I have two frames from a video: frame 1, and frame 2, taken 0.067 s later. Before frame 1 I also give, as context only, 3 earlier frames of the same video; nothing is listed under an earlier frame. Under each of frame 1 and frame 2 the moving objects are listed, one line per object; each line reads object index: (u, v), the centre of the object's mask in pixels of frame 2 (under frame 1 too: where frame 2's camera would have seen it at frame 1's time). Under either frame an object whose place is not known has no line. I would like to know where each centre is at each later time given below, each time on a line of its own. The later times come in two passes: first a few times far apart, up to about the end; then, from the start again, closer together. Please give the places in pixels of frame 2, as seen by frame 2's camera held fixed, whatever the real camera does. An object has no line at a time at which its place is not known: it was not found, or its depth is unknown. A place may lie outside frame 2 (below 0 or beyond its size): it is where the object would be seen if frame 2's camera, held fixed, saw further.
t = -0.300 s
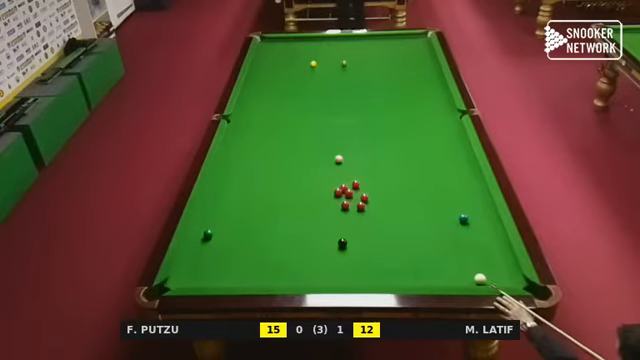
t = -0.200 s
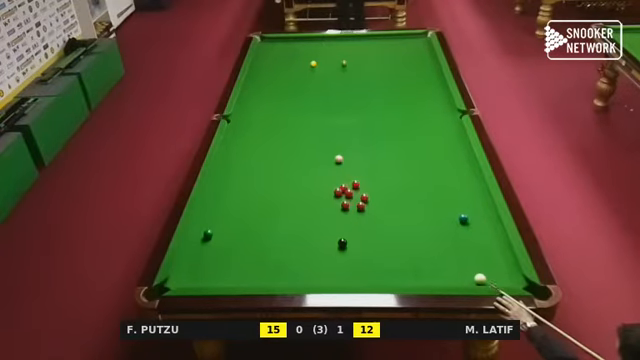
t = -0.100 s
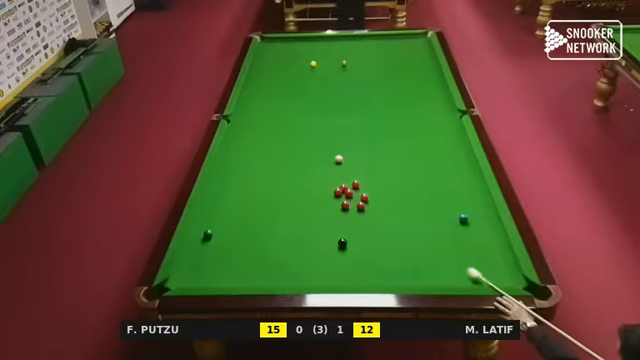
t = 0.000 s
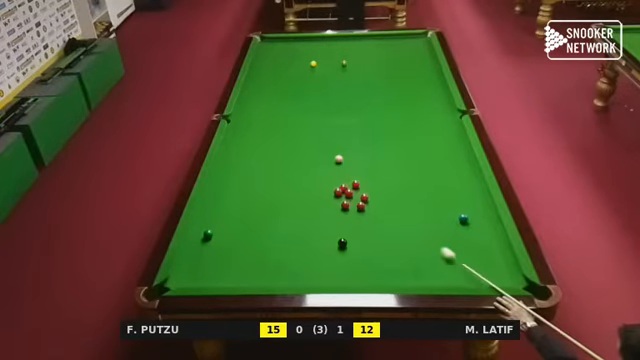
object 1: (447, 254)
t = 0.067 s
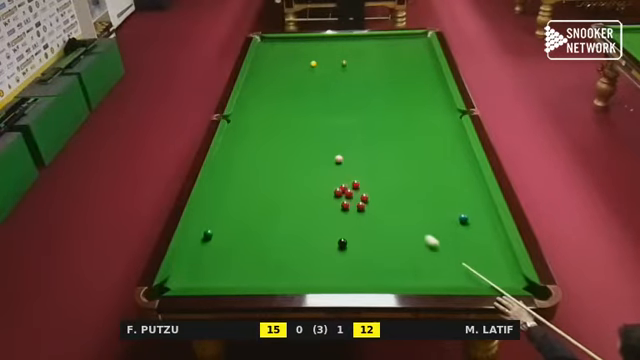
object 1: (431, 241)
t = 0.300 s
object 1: (382, 204)
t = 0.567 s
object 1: (354, 167)
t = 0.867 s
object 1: (333, 134)
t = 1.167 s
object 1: (315, 108)
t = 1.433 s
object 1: (302, 88)
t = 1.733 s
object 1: (290, 69)
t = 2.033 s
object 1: (279, 53)
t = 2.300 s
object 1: (271, 40)
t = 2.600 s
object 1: (260, 45)
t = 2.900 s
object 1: (260, 54)
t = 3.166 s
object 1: (262, 62)
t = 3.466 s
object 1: (264, 70)
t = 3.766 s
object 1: (267, 80)
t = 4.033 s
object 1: (269, 88)
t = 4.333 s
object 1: (272, 97)
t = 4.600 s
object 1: (275, 105)
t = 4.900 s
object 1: (279, 115)
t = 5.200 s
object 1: (282, 124)
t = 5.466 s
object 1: (285, 133)
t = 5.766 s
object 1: (289, 142)
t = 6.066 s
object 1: (292, 151)
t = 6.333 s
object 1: (295, 159)
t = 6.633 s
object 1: (298, 168)
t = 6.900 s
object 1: (301, 175)
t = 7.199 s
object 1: (304, 183)
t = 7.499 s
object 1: (307, 190)
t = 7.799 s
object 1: (310, 197)
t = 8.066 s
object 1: (312, 202)
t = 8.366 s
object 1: (314, 207)
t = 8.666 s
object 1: (315, 211)
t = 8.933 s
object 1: (317, 214)
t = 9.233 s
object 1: (318, 217)
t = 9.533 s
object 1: (319, 218)
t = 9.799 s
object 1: (319, 219)
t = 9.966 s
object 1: (319, 219)
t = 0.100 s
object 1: (423, 235)
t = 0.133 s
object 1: (415, 229)
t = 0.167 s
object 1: (409, 224)
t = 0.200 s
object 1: (402, 219)
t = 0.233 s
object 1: (395, 213)
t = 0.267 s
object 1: (389, 209)
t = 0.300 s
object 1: (382, 204)
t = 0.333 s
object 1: (377, 199)
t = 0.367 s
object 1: (371, 194)
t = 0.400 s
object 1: (369, 189)
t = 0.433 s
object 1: (366, 185)
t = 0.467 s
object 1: (363, 180)
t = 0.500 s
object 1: (360, 176)
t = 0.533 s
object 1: (357, 172)
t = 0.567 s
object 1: (354, 167)
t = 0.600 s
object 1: (352, 164)
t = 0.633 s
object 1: (350, 160)
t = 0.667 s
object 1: (347, 155)
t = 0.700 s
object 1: (344, 152)
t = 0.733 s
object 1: (342, 148)
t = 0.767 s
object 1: (339, 144)
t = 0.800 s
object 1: (337, 141)
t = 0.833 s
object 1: (335, 138)
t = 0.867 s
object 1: (333, 134)
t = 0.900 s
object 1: (331, 131)
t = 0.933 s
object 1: (329, 128)
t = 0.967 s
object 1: (326, 125)
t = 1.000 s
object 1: (325, 122)
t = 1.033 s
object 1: (323, 119)
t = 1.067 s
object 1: (321, 116)
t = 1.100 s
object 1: (319, 113)
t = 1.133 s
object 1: (317, 110)
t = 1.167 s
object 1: (315, 108)
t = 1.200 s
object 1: (313, 105)
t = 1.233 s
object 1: (312, 102)
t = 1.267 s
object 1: (310, 100)
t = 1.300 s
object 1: (308, 97)
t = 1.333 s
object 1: (307, 95)
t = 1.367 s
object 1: (305, 92)
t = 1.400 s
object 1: (303, 90)
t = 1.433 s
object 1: (302, 88)
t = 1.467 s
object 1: (300, 86)
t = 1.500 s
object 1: (299, 84)
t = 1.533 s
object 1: (298, 81)
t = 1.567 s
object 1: (296, 79)
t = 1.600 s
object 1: (295, 76)
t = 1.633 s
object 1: (293, 75)
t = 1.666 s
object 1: (292, 73)
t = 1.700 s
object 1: (291, 71)
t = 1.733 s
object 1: (290, 69)
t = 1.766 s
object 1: (288, 67)
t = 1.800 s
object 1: (287, 65)
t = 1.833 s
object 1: (286, 63)
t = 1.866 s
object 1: (285, 61)
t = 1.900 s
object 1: (283, 60)
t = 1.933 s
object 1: (282, 58)
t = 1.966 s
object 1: (281, 56)
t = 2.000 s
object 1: (280, 54)
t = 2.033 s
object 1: (279, 53)
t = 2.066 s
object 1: (278, 51)
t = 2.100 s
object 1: (277, 49)
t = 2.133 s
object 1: (276, 48)
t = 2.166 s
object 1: (274, 46)
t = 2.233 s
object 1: (273, 43)
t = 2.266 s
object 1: (272, 42)
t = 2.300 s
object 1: (271, 40)
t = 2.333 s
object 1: (270, 39)
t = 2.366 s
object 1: (269, 38)
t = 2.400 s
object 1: (268, 38)
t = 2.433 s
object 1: (266, 40)
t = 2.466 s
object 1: (265, 41)
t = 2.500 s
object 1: (264, 42)
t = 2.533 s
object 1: (262, 43)
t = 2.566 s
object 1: (261, 44)
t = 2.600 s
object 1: (260, 45)
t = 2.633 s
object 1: (259, 46)
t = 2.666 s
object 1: (258, 47)
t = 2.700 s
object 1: (259, 48)
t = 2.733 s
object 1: (259, 49)
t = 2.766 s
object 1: (259, 51)
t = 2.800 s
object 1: (259, 51)
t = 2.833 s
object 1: (259, 52)
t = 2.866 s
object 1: (260, 53)
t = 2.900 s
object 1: (260, 54)
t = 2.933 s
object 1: (260, 55)
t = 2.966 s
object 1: (260, 56)
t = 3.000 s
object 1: (260, 57)
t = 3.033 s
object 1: (261, 58)
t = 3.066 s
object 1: (261, 59)
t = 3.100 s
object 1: (261, 60)
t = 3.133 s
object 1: (261, 61)
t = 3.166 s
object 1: (262, 62)
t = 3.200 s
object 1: (262, 63)
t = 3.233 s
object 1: (262, 64)
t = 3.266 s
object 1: (262, 64)
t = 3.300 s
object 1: (262, 65)
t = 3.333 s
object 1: (263, 67)
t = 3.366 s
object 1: (263, 68)
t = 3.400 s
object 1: (263, 68)
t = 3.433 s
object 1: (264, 69)
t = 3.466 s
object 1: (264, 70)
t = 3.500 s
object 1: (264, 71)
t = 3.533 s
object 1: (264, 72)
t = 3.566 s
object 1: (265, 74)
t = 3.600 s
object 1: (265, 74)
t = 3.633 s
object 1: (265, 75)
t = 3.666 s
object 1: (266, 76)
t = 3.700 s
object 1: (266, 77)
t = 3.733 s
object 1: (266, 79)
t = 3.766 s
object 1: (267, 80)
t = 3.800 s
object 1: (267, 81)
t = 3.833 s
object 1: (267, 82)
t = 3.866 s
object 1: (268, 83)
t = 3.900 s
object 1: (268, 84)
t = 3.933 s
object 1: (268, 85)
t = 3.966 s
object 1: (269, 86)
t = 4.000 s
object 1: (269, 87)
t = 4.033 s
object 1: (269, 88)
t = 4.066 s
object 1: (269, 89)
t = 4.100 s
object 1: (270, 90)
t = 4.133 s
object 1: (270, 91)
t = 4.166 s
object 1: (270, 92)
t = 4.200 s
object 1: (271, 93)
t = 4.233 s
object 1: (271, 94)
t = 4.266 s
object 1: (271, 95)
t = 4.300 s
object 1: (272, 96)
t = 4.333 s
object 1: (272, 97)
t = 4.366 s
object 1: (273, 98)
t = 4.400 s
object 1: (273, 99)
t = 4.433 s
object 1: (273, 100)
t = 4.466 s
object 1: (274, 101)
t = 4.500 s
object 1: (274, 102)
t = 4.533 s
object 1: (274, 103)
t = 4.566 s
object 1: (275, 104)
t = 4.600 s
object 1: (275, 105)
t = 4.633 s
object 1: (275, 106)
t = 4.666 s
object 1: (276, 107)
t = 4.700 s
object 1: (276, 109)
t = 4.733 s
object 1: (277, 110)
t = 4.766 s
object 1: (277, 111)
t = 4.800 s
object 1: (277, 112)
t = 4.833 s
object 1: (278, 113)
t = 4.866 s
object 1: (278, 114)
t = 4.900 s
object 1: (279, 115)
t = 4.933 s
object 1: (279, 116)
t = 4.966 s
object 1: (279, 117)
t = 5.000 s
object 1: (280, 118)
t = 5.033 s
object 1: (280, 119)
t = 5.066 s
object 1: (280, 120)
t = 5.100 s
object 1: (281, 121)
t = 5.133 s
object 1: (281, 122)
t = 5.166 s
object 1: (281, 123)
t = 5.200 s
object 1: (282, 124)
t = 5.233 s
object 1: (282, 125)
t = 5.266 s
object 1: (283, 126)
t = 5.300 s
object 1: (283, 127)
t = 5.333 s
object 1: (283, 128)
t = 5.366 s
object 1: (284, 130)
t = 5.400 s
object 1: (284, 130)
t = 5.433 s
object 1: (285, 132)
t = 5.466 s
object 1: (285, 133)
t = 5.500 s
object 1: (285, 134)
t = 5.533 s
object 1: (286, 135)
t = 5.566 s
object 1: (286, 136)
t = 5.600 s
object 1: (287, 137)
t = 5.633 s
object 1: (287, 138)
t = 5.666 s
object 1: (287, 139)
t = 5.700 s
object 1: (288, 140)
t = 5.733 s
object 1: (288, 141)
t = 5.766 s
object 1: (289, 142)
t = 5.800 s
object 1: (289, 143)
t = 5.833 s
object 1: (289, 144)
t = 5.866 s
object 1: (290, 145)
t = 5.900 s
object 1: (290, 146)
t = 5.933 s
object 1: (290, 147)
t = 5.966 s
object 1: (291, 148)
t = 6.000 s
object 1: (291, 149)
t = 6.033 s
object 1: (292, 150)
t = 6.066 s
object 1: (292, 151)
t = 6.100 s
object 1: (292, 152)
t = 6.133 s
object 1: (293, 153)
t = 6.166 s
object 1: (293, 154)
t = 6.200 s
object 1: (294, 155)
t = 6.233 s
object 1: (294, 156)
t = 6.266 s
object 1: (294, 157)
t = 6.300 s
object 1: (295, 158)
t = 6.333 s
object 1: (295, 159)
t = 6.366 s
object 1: (295, 160)
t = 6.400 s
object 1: (296, 161)
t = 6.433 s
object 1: (296, 162)
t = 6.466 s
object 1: (296, 163)
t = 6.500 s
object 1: (297, 164)
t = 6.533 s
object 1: (297, 165)
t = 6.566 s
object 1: (298, 166)
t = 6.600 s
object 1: (298, 167)
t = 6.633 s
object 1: (298, 168)
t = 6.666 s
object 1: (299, 169)
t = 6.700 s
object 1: (299, 170)
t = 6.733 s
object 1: (299, 171)
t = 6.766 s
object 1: (300, 172)
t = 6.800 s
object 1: (300, 173)
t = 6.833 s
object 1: (300, 173)
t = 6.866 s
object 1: (301, 174)
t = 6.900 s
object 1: (301, 175)
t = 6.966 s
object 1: (302, 177)
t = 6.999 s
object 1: (302, 178)
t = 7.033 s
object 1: (303, 179)
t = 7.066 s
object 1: (303, 180)
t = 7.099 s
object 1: (303, 181)
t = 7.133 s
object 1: (304, 181)
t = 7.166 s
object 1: (304, 182)
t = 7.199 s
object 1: (304, 183)
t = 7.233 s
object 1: (305, 184)
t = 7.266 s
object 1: (305, 185)
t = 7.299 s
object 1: (305, 186)
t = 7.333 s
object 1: (305, 186)
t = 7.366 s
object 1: (306, 187)
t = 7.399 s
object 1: (306, 188)
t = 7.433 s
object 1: (306, 189)
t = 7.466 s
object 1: (307, 190)
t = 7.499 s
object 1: (307, 190)
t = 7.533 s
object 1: (307, 191)
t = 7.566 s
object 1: (308, 192)
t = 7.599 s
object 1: (308, 193)
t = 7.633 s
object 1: (308, 193)
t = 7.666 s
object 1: (308, 194)
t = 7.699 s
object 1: (309, 195)
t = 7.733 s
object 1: (309, 195)
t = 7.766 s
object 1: (309, 196)
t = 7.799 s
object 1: (310, 197)
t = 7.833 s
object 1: (310, 198)
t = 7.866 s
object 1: (310, 198)
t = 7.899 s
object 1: (310, 199)
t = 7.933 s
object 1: (310, 200)
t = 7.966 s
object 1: (311, 200)
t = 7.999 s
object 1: (311, 201)
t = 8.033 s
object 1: (311, 201)
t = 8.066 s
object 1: (312, 202)
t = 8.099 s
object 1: (312, 203)
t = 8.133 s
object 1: (312, 203)
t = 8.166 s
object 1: (312, 204)
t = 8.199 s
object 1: (312, 204)
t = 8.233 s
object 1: (313, 205)
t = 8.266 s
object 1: (313, 205)
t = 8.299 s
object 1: (313, 206)
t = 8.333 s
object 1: (313, 206)
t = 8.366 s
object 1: (314, 207)
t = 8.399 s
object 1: (314, 207)
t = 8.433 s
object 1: (314, 208)
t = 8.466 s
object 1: (314, 208)
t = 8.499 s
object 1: (315, 209)
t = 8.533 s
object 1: (314, 209)
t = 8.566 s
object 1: (315, 210)
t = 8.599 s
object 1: (315, 210)
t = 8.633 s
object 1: (315, 210)
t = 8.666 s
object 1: (315, 211)
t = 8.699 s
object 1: (316, 212)
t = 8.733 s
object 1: (316, 212)
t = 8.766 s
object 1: (316, 212)
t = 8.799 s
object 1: (316, 213)
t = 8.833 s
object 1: (316, 213)
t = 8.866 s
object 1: (317, 213)
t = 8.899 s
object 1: (317, 214)
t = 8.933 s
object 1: (317, 214)
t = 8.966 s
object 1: (317, 215)
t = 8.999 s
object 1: (317, 215)
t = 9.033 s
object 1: (317, 215)
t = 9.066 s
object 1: (317, 215)
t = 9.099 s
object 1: (318, 216)
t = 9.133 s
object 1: (318, 216)
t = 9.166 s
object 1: (318, 216)
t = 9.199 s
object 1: (318, 216)
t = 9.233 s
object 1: (318, 217)
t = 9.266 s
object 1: (319, 217)
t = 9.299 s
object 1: (319, 217)
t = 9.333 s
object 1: (319, 217)
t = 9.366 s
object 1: (319, 218)
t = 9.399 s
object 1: (319, 218)
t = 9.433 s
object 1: (319, 218)
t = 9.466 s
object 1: (319, 218)
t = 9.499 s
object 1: (319, 218)
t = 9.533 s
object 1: (319, 218)
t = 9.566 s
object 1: (319, 218)
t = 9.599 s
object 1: (319, 219)
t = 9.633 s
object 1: (319, 219)
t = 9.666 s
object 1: (319, 219)
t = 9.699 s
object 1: (319, 219)
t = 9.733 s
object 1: (319, 219)
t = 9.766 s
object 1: (319, 219)
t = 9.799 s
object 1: (319, 219)
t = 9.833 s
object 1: (319, 219)
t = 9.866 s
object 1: (319, 219)
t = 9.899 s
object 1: (319, 219)
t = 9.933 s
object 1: (319, 219)
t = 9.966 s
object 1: (319, 219)
